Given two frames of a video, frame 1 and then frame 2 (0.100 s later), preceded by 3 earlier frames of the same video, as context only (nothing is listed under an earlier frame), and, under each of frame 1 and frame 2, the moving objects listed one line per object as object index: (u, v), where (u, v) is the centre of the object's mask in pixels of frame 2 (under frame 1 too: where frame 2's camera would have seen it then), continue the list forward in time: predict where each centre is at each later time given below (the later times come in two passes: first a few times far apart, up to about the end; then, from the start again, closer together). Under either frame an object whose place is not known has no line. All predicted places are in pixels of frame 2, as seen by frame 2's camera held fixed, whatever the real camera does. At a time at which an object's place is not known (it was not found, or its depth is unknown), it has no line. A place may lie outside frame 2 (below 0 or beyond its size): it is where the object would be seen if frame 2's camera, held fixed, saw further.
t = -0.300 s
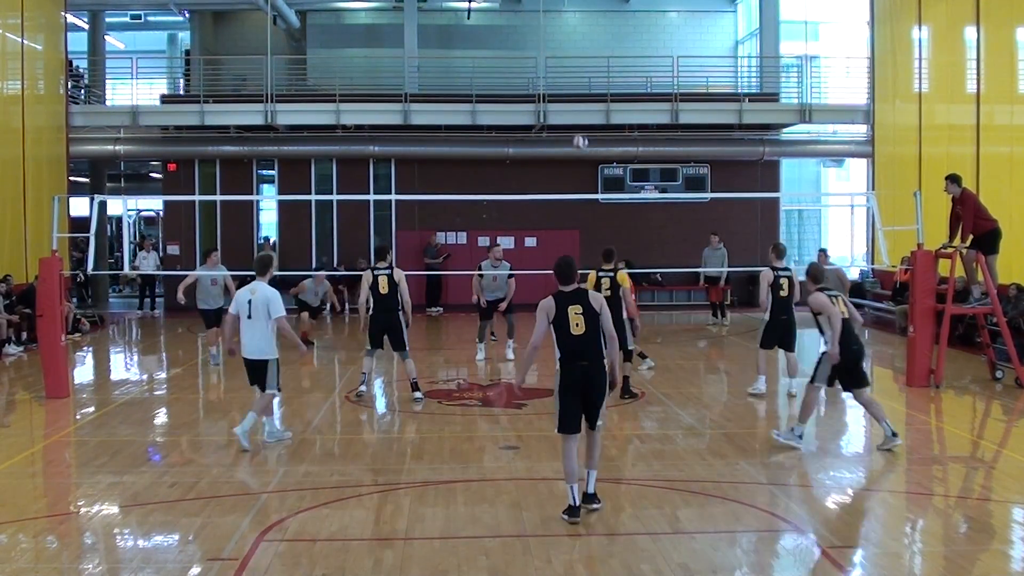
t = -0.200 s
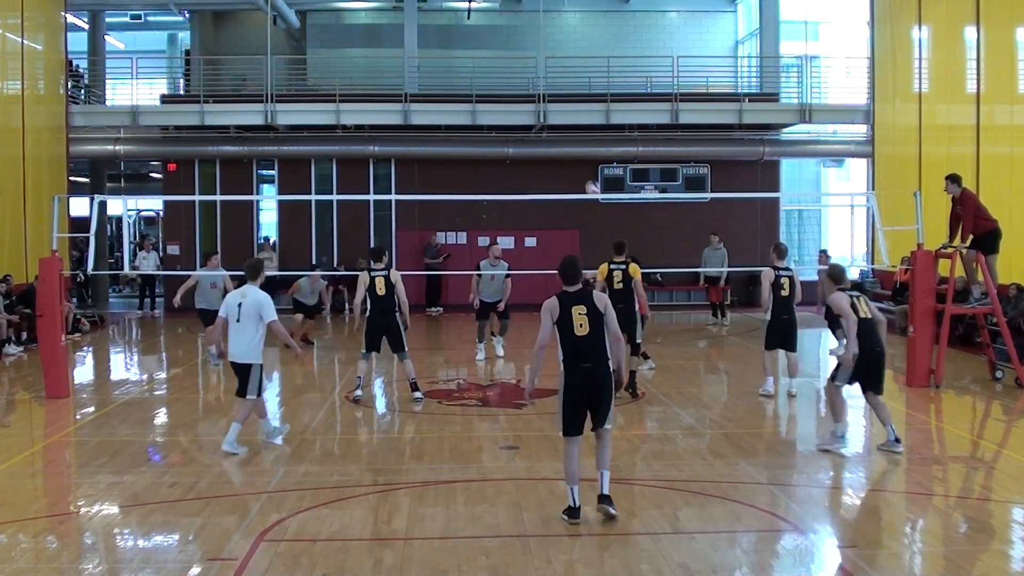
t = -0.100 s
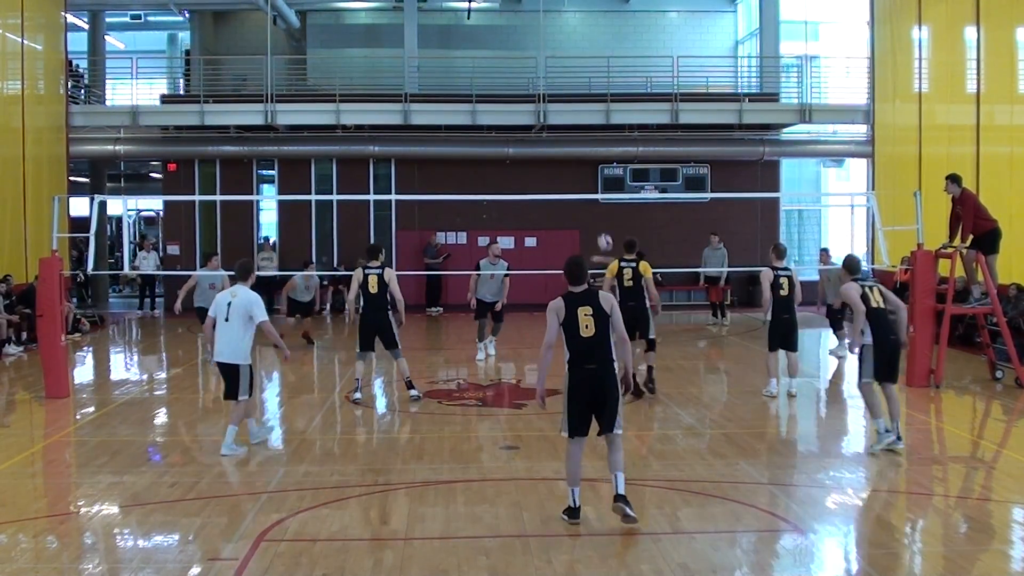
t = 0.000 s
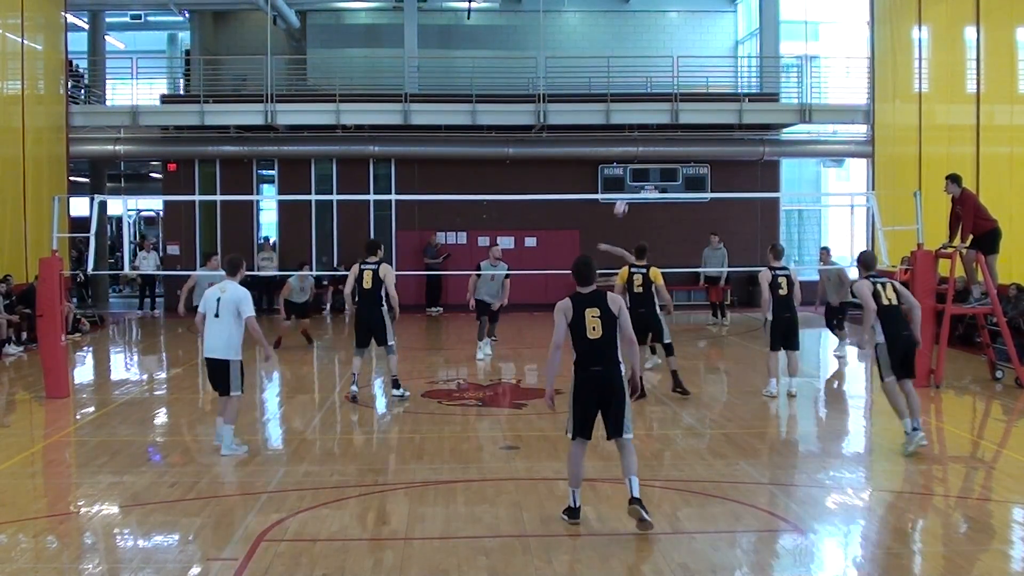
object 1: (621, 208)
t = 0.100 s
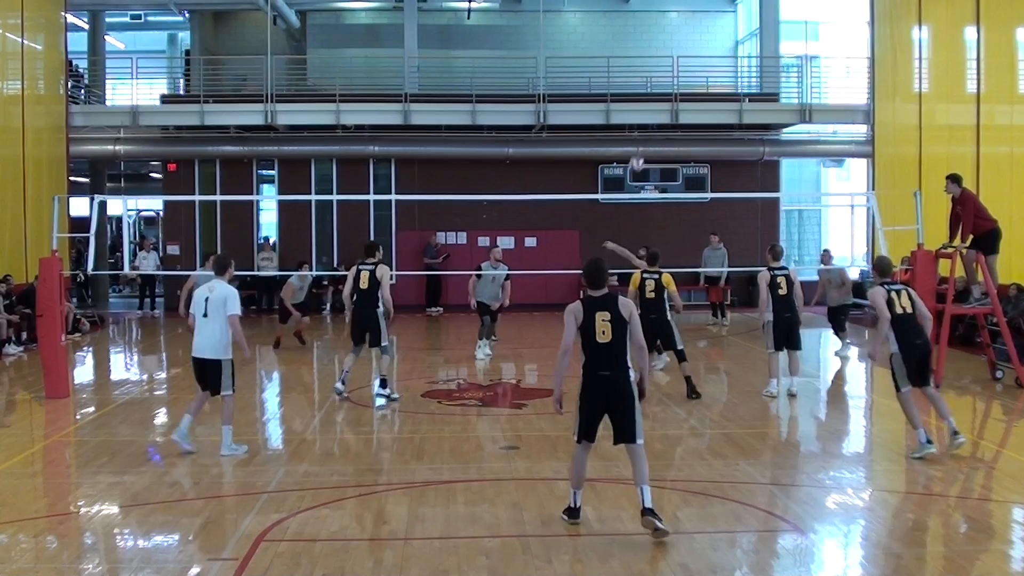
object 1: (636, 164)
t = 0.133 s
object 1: (642, 151)
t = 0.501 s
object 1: (700, 54)
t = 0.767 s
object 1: (743, 44)
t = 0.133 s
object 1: (642, 151)
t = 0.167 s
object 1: (648, 137)
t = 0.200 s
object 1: (653, 128)
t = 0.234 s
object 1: (657, 116)
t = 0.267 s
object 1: (663, 104)
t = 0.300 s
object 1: (668, 95)
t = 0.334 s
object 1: (673, 87)
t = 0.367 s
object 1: (678, 79)
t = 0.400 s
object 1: (683, 72)
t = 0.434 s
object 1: (689, 65)
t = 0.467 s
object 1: (694, 59)
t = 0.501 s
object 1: (700, 54)
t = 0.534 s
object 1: (705, 50)
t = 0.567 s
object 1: (711, 47)
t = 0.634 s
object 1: (722, 42)
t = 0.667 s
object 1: (727, 42)
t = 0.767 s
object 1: (743, 44)
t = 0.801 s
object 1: (748, 46)
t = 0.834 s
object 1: (755, 50)
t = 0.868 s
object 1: (760, 53)
